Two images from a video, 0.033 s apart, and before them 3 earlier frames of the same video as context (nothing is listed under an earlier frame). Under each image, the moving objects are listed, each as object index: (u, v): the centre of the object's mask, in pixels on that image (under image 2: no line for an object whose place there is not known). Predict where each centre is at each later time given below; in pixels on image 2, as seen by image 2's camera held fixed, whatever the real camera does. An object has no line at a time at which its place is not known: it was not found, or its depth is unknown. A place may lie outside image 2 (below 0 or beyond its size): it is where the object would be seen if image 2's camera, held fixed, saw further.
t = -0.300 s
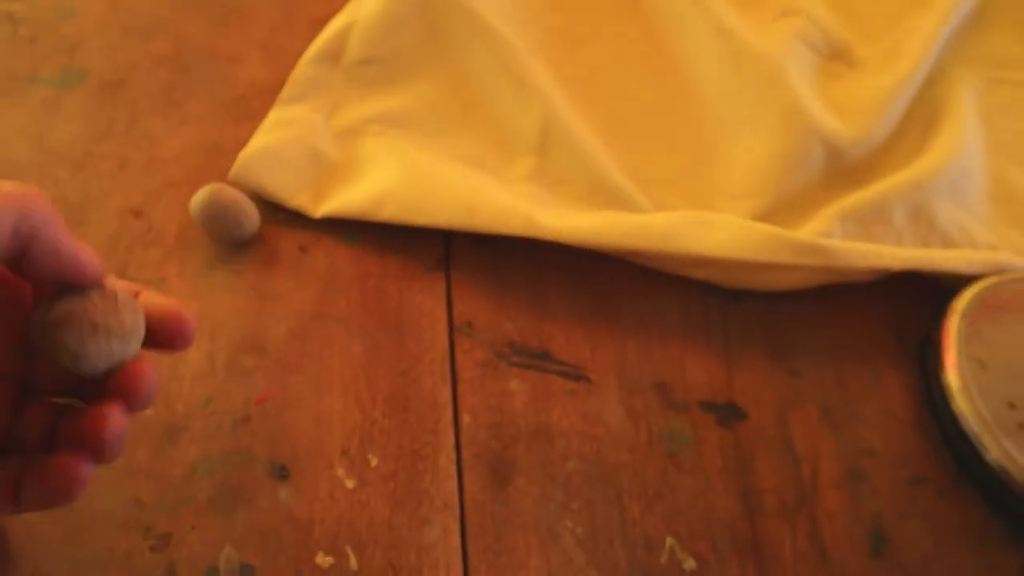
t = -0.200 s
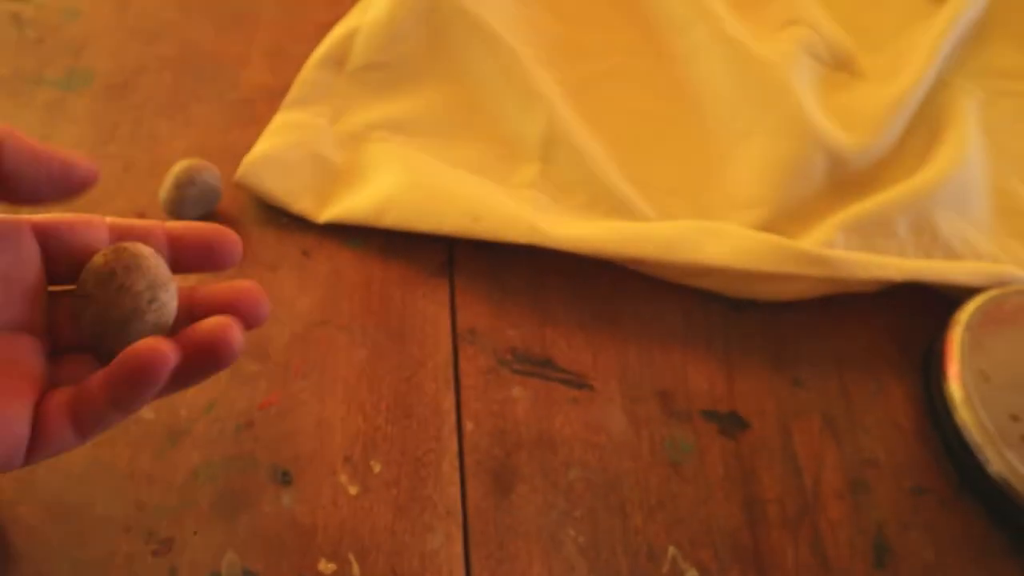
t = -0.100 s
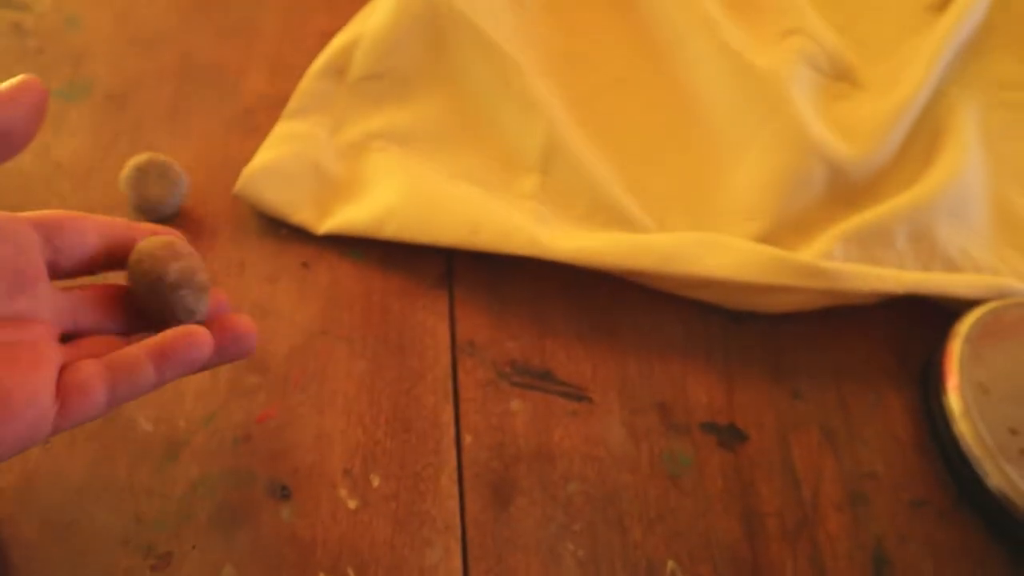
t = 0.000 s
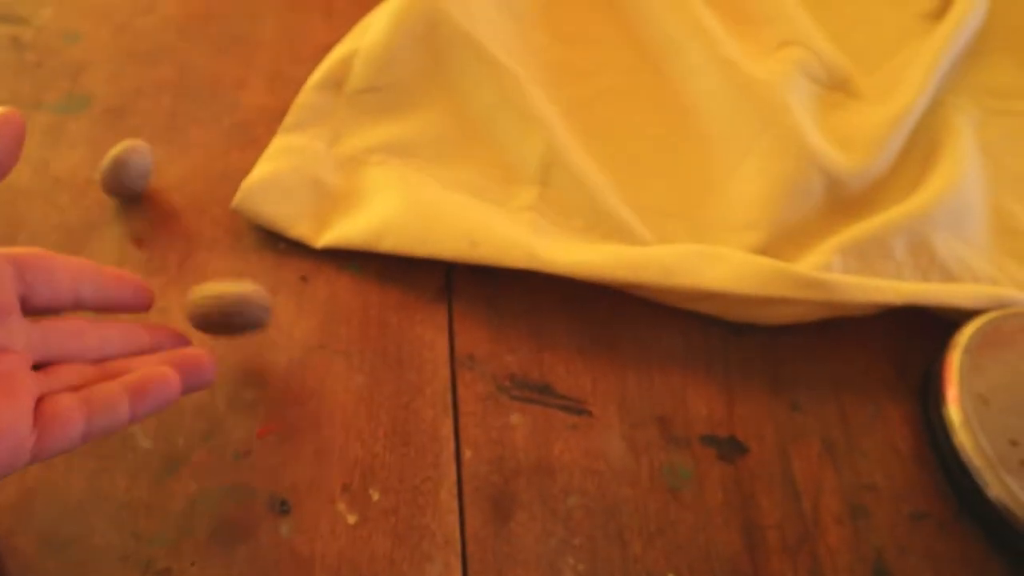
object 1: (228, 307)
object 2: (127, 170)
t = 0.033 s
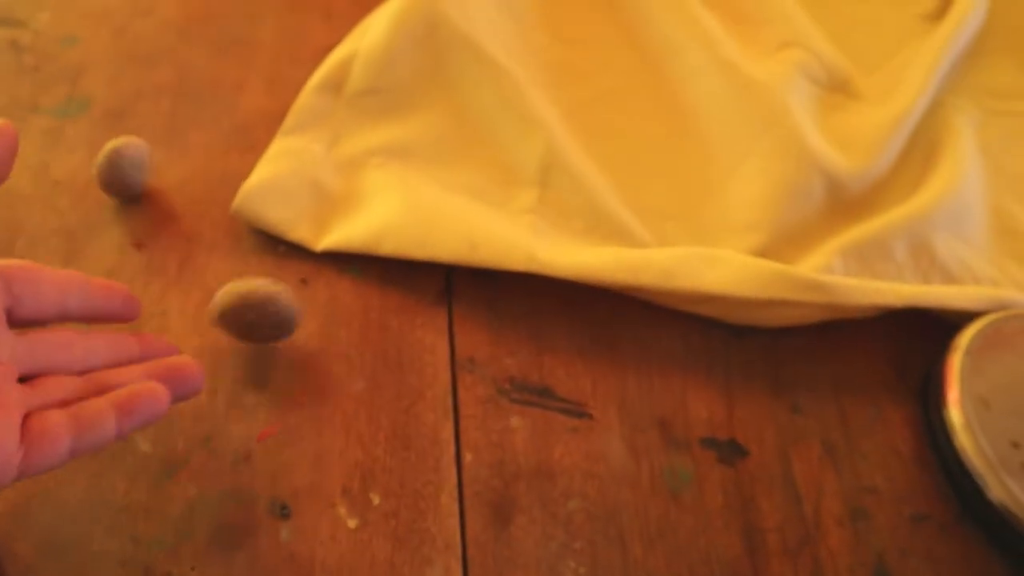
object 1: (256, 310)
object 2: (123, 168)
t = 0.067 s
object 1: (289, 296)
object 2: (123, 162)
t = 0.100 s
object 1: (317, 289)
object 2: (123, 156)
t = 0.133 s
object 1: (340, 273)
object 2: (123, 150)
